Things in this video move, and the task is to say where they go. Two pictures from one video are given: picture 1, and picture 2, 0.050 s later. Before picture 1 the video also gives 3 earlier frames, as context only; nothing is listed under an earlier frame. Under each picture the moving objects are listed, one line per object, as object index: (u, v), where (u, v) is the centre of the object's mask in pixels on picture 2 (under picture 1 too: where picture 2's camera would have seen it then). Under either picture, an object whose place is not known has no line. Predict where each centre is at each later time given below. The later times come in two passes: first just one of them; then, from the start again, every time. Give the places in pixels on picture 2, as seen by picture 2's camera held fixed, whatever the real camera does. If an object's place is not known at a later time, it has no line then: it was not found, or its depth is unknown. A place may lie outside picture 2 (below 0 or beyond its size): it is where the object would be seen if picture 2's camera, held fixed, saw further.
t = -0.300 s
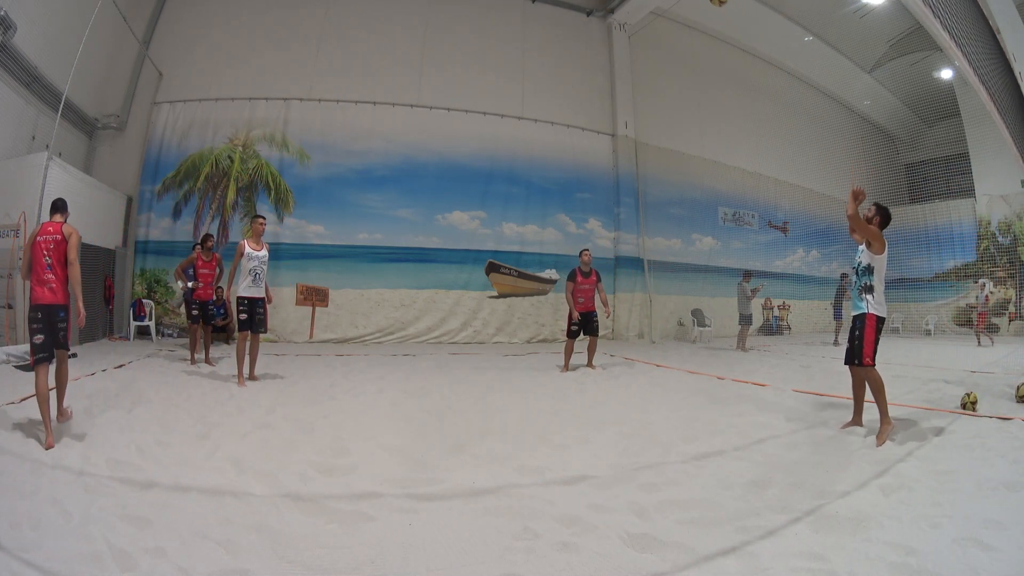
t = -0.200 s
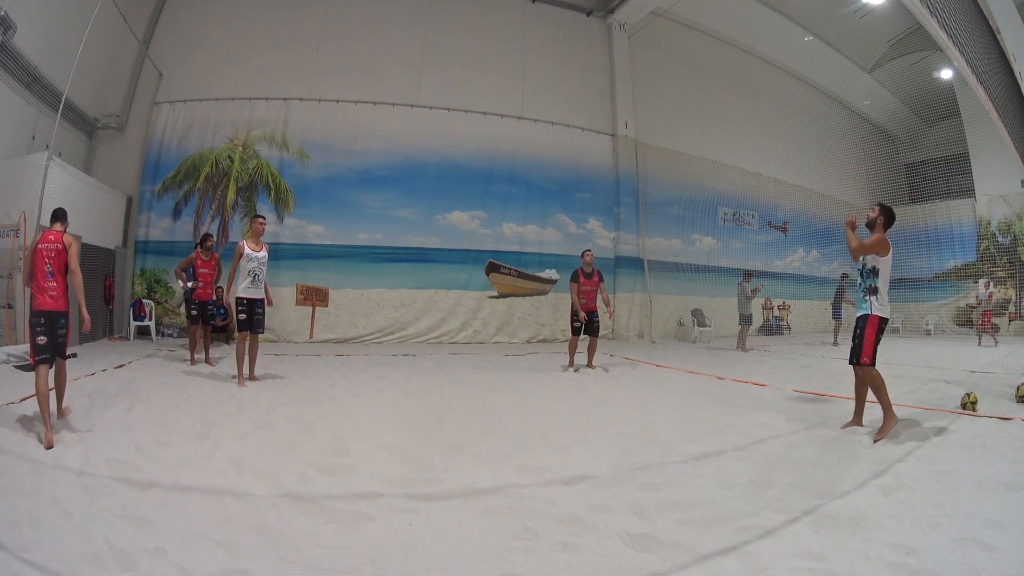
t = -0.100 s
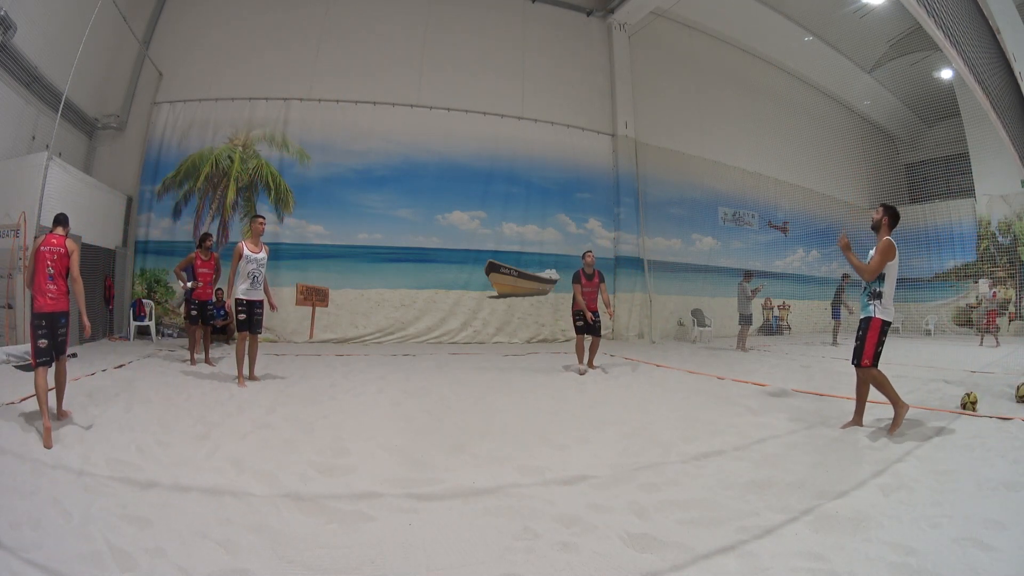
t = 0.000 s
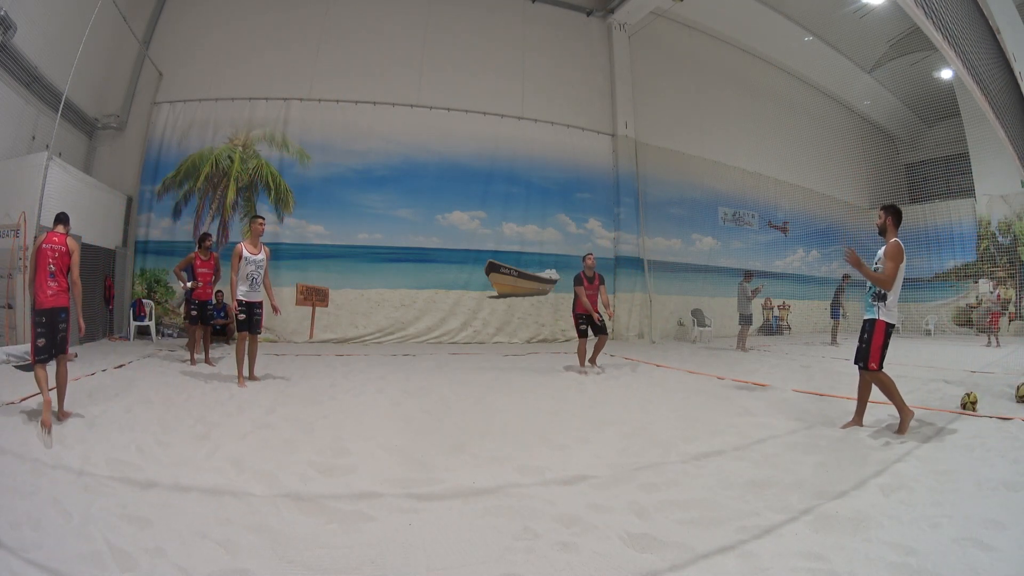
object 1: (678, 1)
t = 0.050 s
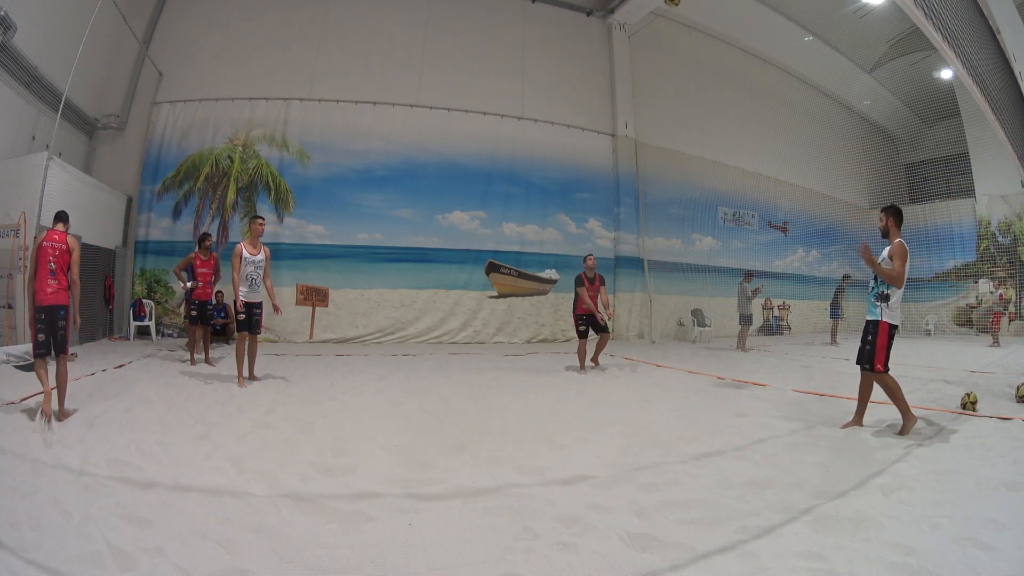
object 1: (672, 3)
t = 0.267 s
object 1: (653, 35)
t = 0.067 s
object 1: (670, 4)
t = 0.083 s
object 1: (669, 5)
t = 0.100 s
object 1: (667, 6)
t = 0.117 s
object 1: (665, 8)
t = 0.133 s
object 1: (664, 9)
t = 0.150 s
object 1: (662, 12)
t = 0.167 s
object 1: (661, 15)
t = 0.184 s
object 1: (659, 18)
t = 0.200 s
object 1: (658, 21)
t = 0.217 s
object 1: (656, 25)
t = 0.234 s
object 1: (655, 28)
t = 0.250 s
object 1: (654, 32)
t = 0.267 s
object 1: (653, 35)
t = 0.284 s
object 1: (651, 40)
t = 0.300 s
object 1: (649, 44)
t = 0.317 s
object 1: (649, 48)
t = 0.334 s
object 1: (647, 53)
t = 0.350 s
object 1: (646, 57)
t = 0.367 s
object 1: (645, 62)
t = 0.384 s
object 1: (644, 67)
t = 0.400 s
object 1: (642, 72)
